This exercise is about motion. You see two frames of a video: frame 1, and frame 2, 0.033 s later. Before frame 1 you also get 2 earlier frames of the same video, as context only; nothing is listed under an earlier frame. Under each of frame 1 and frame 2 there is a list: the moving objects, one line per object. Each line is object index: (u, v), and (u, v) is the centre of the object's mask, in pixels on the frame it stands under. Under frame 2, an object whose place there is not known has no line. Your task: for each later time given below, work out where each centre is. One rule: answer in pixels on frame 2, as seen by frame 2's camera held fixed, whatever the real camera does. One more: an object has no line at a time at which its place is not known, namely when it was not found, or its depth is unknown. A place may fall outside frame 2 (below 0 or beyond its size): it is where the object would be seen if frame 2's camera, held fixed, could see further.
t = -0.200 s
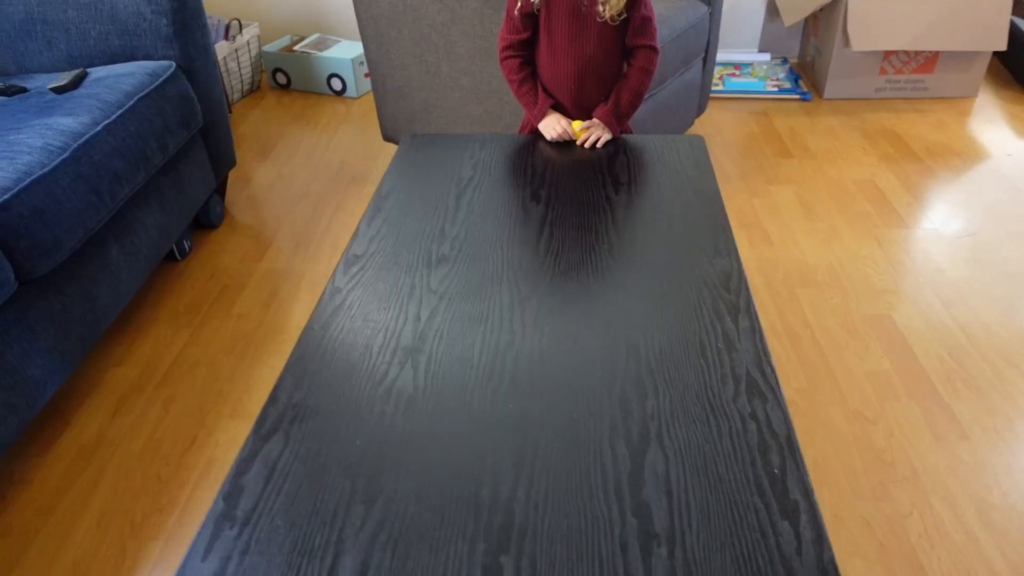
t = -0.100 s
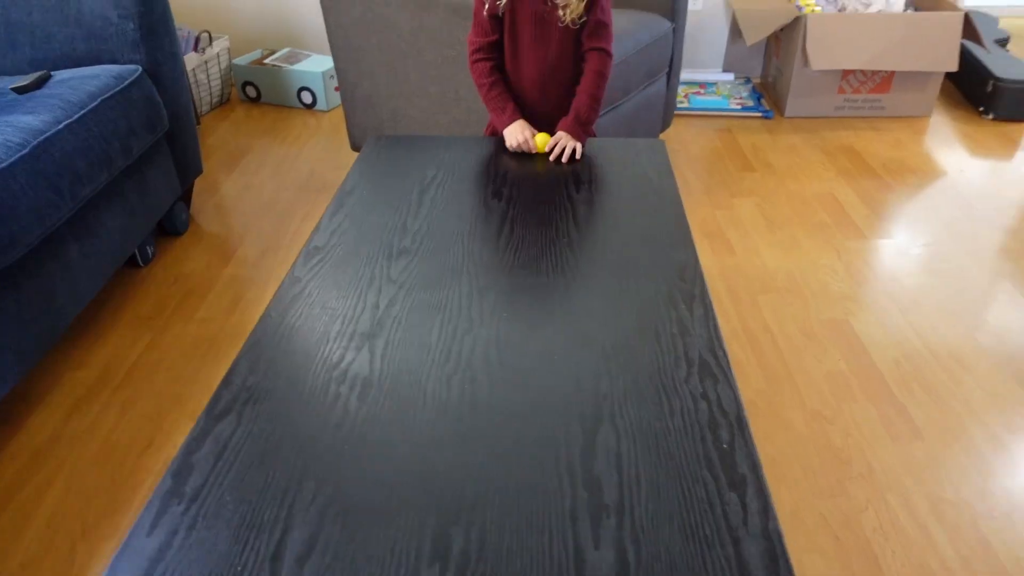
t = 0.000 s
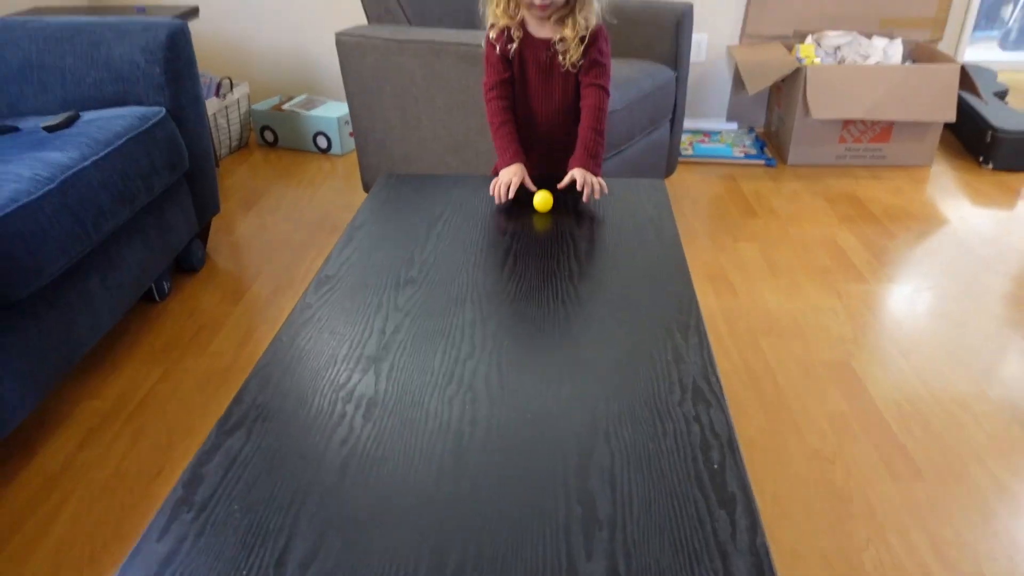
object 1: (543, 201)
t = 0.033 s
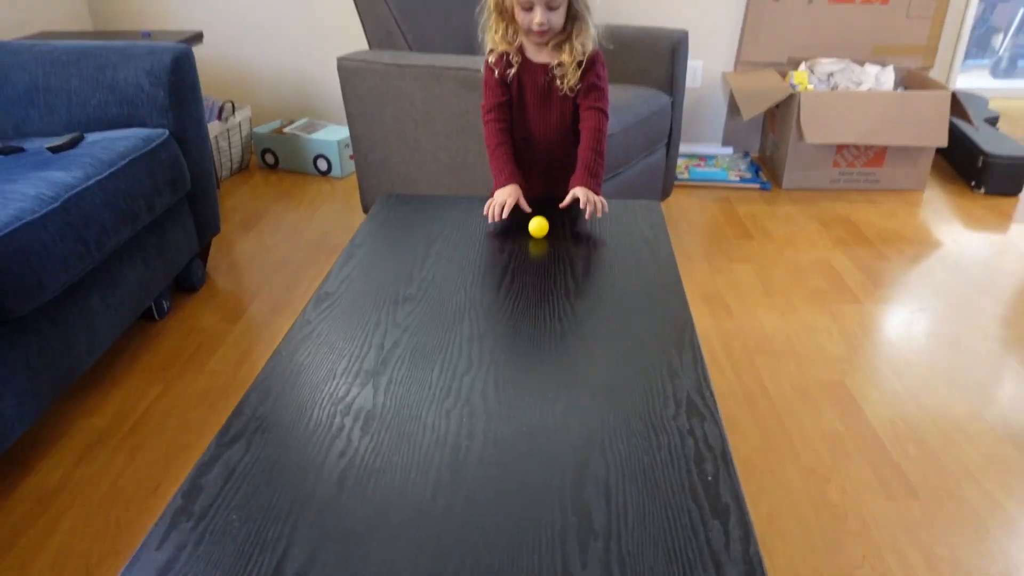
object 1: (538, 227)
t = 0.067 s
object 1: (536, 233)
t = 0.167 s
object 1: (529, 248)
